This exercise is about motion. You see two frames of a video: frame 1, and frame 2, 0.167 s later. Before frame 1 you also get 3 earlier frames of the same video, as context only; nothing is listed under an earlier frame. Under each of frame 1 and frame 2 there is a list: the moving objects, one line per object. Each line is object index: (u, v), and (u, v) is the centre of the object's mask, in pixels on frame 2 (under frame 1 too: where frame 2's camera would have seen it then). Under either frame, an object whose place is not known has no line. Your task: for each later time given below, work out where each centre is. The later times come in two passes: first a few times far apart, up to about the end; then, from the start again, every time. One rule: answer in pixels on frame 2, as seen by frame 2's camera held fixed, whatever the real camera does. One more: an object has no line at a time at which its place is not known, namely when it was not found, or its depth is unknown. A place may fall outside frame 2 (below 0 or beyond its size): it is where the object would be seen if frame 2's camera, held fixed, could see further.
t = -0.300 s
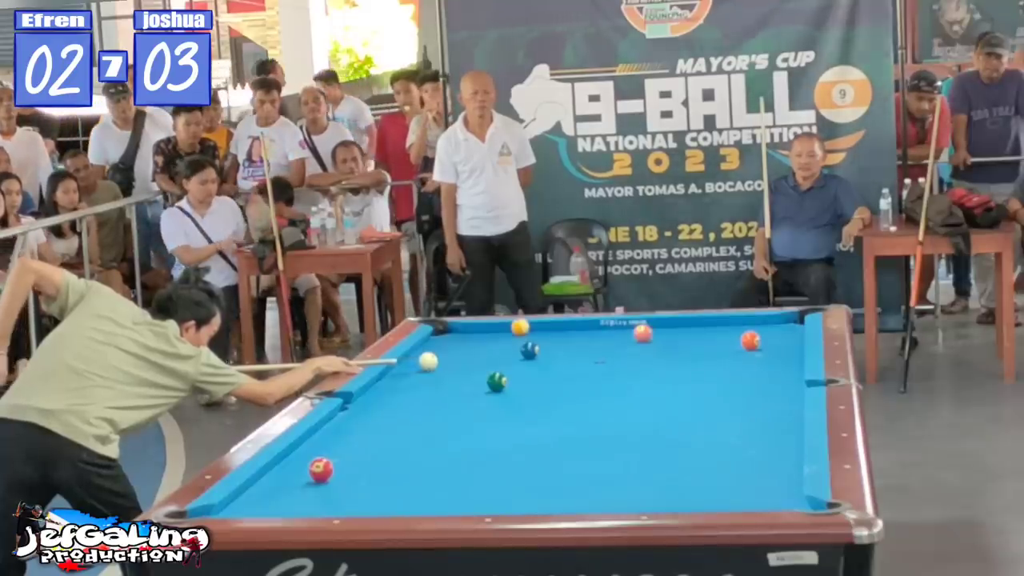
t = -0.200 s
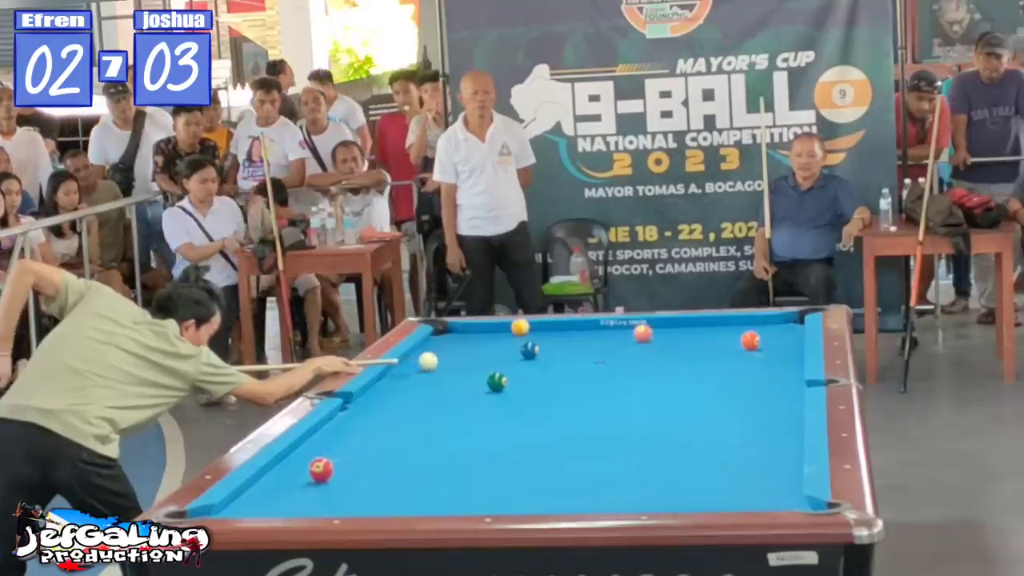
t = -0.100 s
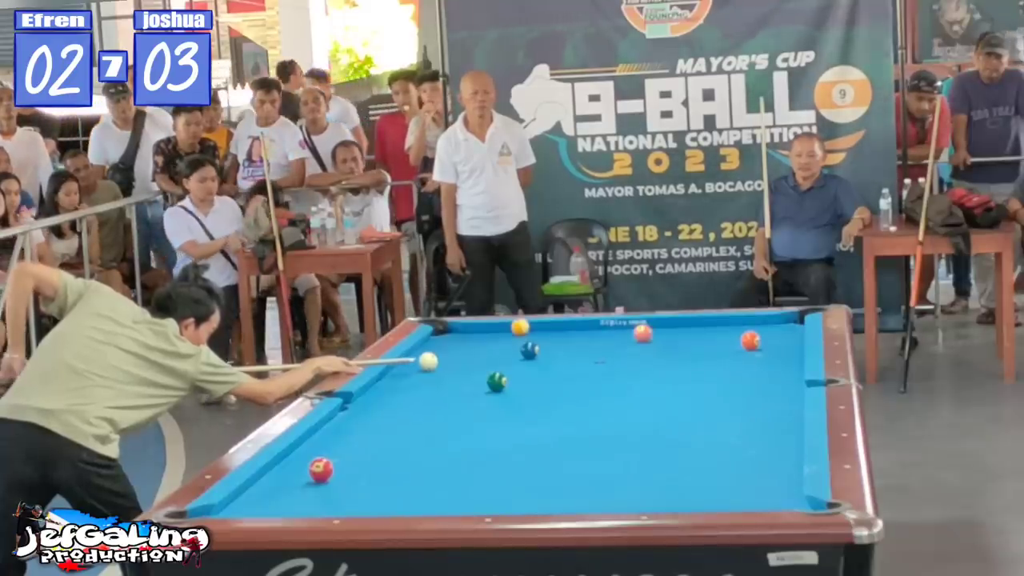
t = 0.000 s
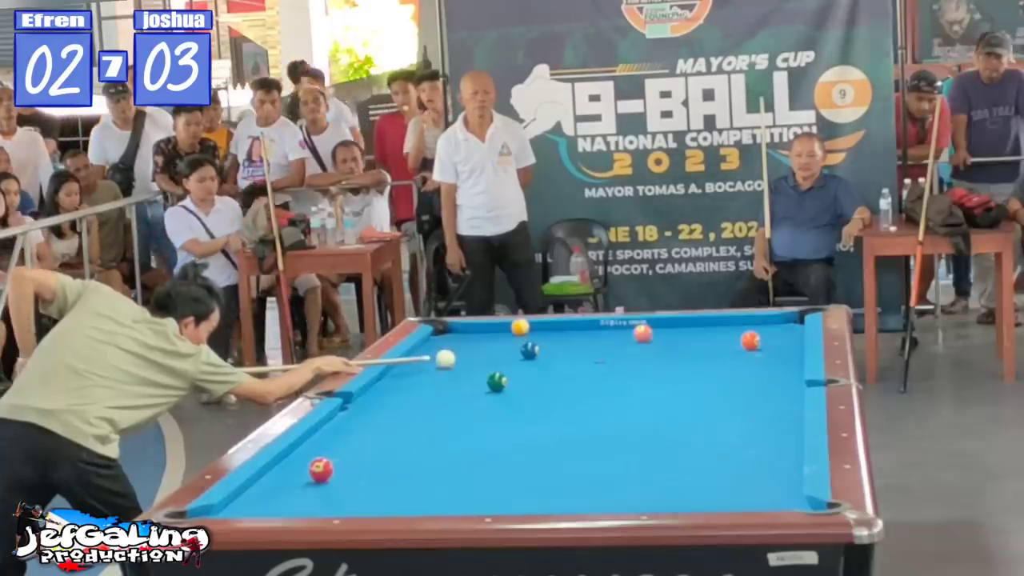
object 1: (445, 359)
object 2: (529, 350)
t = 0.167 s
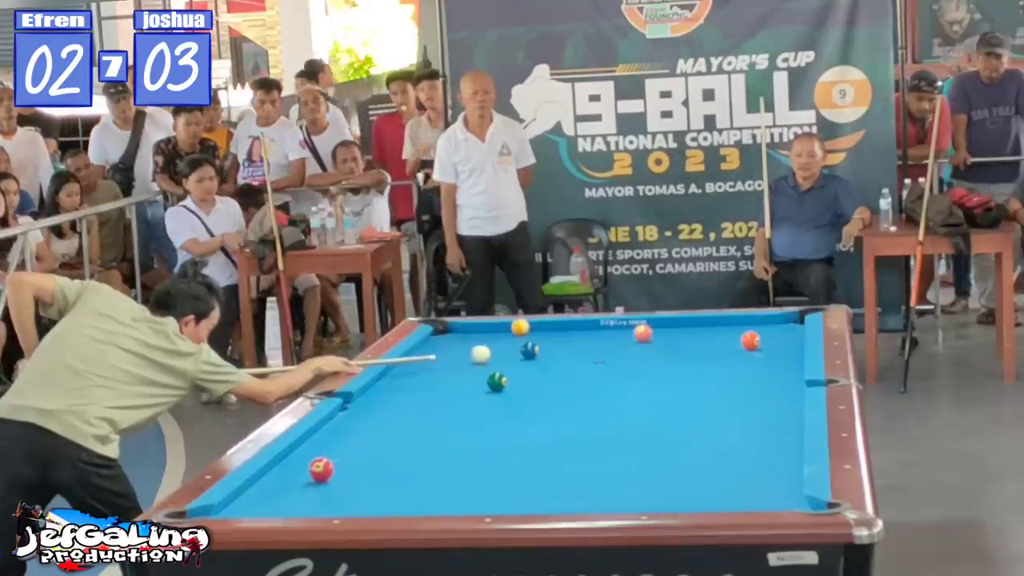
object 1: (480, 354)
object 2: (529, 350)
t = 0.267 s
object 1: (501, 351)
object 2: (529, 350)
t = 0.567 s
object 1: (526, 344)
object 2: (560, 349)
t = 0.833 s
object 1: (542, 339)
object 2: (588, 348)
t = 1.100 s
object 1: (556, 334)
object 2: (614, 348)
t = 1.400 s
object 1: (571, 328)
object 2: (641, 346)
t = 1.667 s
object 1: (583, 324)
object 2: (663, 346)
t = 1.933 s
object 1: (588, 324)
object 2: (683, 345)
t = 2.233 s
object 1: (591, 326)
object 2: (705, 344)
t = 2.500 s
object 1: (593, 327)
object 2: (721, 344)
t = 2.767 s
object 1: (595, 329)
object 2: (733, 343)
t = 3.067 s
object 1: (596, 330)
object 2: (736, 343)
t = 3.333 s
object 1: (597, 330)
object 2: (737, 343)
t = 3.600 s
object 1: (598, 330)
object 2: (737, 343)
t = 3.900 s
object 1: (599, 331)
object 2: (737, 343)
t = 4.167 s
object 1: (599, 331)
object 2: (737, 343)
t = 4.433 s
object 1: (599, 331)
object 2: (737, 343)
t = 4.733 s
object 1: (599, 330)
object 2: (737, 343)
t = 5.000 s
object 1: (599, 331)
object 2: (737, 343)
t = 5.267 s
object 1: (599, 330)
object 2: (737, 343)
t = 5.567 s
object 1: (599, 330)
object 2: (737, 343)
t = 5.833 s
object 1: (599, 330)
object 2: (737, 343)
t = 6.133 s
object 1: (599, 330)
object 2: (737, 343)
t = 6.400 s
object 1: (599, 331)
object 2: (737, 343)
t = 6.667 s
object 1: (599, 331)
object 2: (737, 343)
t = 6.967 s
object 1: (599, 331)
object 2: (737, 343)
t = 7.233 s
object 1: (599, 331)
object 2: (737, 343)
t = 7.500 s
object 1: (599, 331)
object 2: (737, 343)
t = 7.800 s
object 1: (599, 331)
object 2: (737, 343)
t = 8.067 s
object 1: (599, 331)
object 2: (737, 343)
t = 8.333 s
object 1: (599, 331)
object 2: (737, 343)
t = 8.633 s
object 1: (599, 331)
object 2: (737, 343)
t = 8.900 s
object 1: (599, 331)
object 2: (737, 343)
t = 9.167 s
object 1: (599, 331)
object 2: (737, 343)
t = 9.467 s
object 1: (599, 331)
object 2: (737, 343)
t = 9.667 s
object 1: (599, 331)
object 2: (737, 343)
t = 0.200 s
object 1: (487, 353)
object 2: (529, 350)
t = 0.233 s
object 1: (494, 352)
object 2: (529, 350)
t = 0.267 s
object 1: (501, 351)
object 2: (529, 350)
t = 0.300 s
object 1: (507, 350)
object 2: (529, 350)
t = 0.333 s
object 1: (511, 349)
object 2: (532, 350)
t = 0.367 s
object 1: (513, 349)
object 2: (536, 350)
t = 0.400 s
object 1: (515, 348)
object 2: (541, 350)
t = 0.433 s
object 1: (517, 347)
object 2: (544, 350)
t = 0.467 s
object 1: (520, 347)
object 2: (548, 350)
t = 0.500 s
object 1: (521, 346)
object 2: (552, 350)
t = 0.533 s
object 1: (524, 345)
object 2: (556, 350)
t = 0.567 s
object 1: (526, 344)
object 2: (560, 349)
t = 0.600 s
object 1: (528, 344)
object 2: (564, 349)
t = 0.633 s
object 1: (530, 343)
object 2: (567, 349)
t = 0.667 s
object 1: (532, 342)
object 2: (569, 349)
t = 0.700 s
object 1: (534, 342)
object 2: (573, 349)
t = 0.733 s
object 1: (536, 341)
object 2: (576, 348)
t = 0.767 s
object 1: (538, 340)
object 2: (581, 348)
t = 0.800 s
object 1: (540, 339)
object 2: (584, 348)
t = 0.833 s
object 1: (542, 339)
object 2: (588, 348)
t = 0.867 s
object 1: (544, 338)
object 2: (591, 348)
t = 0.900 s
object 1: (546, 337)
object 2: (594, 348)
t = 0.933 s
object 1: (547, 337)
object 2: (597, 349)
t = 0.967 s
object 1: (549, 336)
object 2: (600, 348)
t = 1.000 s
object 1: (551, 336)
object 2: (604, 348)
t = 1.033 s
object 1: (553, 335)
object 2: (607, 348)
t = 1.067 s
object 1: (555, 334)
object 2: (610, 348)
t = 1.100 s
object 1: (556, 334)
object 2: (614, 348)
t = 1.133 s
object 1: (558, 333)
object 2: (617, 348)
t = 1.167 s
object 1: (560, 332)
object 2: (620, 348)
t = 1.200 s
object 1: (561, 332)
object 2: (622, 348)
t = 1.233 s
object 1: (563, 331)
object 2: (625, 347)
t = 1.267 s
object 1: (565, 331)
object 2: (628, 347)
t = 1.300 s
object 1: (566, 330)
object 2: (631, 347)
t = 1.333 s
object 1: (568, 329)
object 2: (634, 347)
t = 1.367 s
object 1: (569, 329)
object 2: (638, 347)
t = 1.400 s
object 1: (571, 328)
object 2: (641, 346)
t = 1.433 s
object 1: (573, 328)
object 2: (644, 347)
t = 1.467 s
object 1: (574, 327)
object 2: (647, 346)
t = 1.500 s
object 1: (576, 327)
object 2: (649, 347)
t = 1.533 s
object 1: (577, 326)
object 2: (652, 347)
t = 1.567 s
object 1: (579, 325)
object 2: (655, 347)
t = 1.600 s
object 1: (580, 325)
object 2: (658, 346)
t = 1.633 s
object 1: (581, 324)
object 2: (660, 346)
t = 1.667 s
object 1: (583, 324)
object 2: (663, 346)
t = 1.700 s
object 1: (584, 323)
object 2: (666, 346)
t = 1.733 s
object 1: (586, 323)
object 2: (669, 346)
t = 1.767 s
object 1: (586, 323)
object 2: (671, 346)
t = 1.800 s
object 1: (586, 323)
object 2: (674, 346)
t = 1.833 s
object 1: (587, 324)
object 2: (677, 345)
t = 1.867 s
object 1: (587, 324)
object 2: (679, 345)
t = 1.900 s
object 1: (587, 324)
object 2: (681, 345)
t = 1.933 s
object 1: (588, 324)
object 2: (683, 345)
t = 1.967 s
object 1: (588, 324)
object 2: (686, 345)
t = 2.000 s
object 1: (588, 324)
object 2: (688, 344)
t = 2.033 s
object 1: (589, 324)
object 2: (691, 344)
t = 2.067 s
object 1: (589, 325)
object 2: (693, 344)
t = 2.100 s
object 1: (590, 325)
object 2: (696, 343)
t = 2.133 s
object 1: (590, 325)
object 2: (698, 343)
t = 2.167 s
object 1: (590, 325)
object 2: (701, 343)
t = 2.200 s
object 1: (591, 326)
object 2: (703, 343)
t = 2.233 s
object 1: (591, 326)
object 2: (705, 344)
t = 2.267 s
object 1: (591, 326)
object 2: (707, 344)
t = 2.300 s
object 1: (592, 326)
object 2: (709, 344)
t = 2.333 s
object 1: (592, 326)
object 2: (711, 344)
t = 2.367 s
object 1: (592, 327)
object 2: (713, 344)
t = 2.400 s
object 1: (592, 327)
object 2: (715, 344)
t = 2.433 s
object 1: (592, 327)
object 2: (717, 343)
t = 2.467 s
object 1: (593, 327)
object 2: (720, 344)
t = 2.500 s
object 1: (593, 327)
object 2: (721, 344)
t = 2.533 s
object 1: (593, 328)
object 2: (723, 344)
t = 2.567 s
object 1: (593, 328)
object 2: (725, 343)
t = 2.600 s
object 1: (594, 328)
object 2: (727, 343)
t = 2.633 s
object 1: (594, 328)
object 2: (729, 343)
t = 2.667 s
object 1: (594, 328)
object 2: (731, 343)
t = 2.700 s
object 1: (595, 328)
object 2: (732, 343)
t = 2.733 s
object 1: (595, 329)
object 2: (733, 343)
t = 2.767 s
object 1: (595, 329)
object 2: (733, 343)
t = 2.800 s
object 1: (595, 329)
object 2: (734, 343)
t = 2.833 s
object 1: (595, 329)
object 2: (734, 343)
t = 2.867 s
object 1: (595, 329)
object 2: (735, 343)
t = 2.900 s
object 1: (595, 329)
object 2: (735, 343)
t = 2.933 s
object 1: (596, 329)
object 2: (736, 343)
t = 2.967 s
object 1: (596, 329)
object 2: (736, 343)
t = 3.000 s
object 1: (596, 330)
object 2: (736, 343)
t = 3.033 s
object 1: (596, 330)
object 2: (736, 343)
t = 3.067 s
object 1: (596, 330)
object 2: (736, 343)
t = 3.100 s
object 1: (596, 330)
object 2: (736, 343)
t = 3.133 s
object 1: (597, 330)
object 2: (736, 343)
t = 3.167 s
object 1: (597, 330)
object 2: (737, 343)
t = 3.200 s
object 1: (597, 330)
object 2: (737, 343)
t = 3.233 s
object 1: (597, 330)
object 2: (737, 343)
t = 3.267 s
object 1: (597, 330)
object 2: (737, 343)
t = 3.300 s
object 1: (597, 330)
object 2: (737, 343)
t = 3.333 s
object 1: (597, 330)
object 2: (737, 343)
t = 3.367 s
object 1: (598, 330)
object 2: (737, 343)
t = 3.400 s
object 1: (598, 330)
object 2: (737, 343)
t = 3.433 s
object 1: (598, 330)
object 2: (737, 343)
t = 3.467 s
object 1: (598, 330)
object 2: (737, 343)
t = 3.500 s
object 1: (598, 330)
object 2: (737, 343)
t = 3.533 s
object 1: (598, 330)
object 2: (737, 343)
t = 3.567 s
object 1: (598, 330)
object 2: (737, 343)
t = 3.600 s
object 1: (598, 330)
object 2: (737, 343)
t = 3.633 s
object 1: (598, 330)
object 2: (737, 343)
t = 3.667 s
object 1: (598, 330)
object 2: (737, 343)
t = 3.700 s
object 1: (598, 331)
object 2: (737, 343)
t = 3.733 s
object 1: (598, 331)
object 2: (737, 343)
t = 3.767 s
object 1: (599, 331)
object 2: (737, 343)
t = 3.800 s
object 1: (599, 331)
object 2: (737, 343)
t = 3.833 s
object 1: (599, 331)
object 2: (737, 343)
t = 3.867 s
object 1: (599, 331)
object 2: (737, 343)
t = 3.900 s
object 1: (599, 331)
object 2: (737, 343)
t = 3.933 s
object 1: (599, 331)
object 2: (737, 343)
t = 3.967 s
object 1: (599, 331)
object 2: (737, 343)
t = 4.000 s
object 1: (599, 331)
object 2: (737, 343)
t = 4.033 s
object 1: (599, 331)
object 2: (737, 343)
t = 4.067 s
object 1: (599, 331)
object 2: (737, 343)
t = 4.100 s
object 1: (599, 331)
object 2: (737, 343)
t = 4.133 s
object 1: (599, 331)
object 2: (737, 343)
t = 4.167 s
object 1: (599, 331)
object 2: (737, 343)
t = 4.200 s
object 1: (599, 331)
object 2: (737, 343)
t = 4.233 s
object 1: (599, 331)
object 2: (737, 343)
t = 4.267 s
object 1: (599, 331)
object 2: (737, 343)
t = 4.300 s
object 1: (599, 331)
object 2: (737, 343)
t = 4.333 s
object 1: (599, 330)
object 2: (737, 343)
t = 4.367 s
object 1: (599, 331)
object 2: (737, 343)
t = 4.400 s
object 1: (599, 330)
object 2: (737, 343)
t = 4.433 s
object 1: (599, 331)
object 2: (737, 343)
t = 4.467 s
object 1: (599, 331)
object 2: (737, 343)
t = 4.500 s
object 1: (599, 331)
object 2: (737, 343)
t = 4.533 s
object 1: (599, 330)
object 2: (737, 343)
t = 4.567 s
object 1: (599, 330)
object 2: (737, 343)
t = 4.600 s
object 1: (599, 330)
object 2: (737, 343)
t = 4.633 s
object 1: (599, 330)
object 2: (737, 343)
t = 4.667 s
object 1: (599, 330)
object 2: (737, 343)
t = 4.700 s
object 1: (599, 331)
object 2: (737, 343)
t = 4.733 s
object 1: (599, 330)
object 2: (737, 343)
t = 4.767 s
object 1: (599, 331)
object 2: (737, 343)
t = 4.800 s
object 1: (599, 330)
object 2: (737, 343)
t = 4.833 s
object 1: (599, 331)
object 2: (737, 343)
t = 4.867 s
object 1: (599, 330)
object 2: (737, 343)
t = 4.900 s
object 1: (599, 331)
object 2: (737, 343)
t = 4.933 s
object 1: (599, 330)
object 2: (737, 343)
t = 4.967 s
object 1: (599, 330)
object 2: (737, 343)
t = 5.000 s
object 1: (599, 331)
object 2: (737, 343)
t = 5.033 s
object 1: (599, 331)
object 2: (737, 343)
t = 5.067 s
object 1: (599, 331)
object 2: (737, 343)
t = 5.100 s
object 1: (599, 331)
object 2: (737, 343)
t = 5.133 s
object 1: (599, 330)
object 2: (737, 343)
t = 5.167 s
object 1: (599, 331)
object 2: (737, 343)
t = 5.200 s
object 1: (599, 330)
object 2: (737, 343)
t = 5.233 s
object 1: (599, 331)
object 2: (737, 343)
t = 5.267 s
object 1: (599, 330)
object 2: (737, 343)
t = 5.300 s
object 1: (599, 330)
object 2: (737, 343)
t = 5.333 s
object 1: (599, 331)
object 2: (737, 343)
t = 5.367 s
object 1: (599, 331)
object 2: (737, 343)
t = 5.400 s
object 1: (599, 331)
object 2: (737, 343)
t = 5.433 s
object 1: (599, 331)
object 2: (737, 343)
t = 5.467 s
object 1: (599, 330)
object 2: (737, 343)
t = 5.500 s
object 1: (599, 331)
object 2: (737, 343)
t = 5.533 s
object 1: (599, 331)
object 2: (737, 343)
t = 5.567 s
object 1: (599, 330)
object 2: (737, 343)
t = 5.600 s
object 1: (599, 330)
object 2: (737, 343)
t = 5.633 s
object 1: (599, 330)
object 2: (737, 343)
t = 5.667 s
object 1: (599, 331)
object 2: (737, 343)
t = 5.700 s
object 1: (599, 330)
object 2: (737, 343)
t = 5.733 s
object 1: (599, 330)
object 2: (737, 343)
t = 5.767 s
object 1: (599, 330)
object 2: (737, 343)
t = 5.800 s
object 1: (599, 331)
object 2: (737, 343)
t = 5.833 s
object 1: (599, 330)
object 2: (737, 343)
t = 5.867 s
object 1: (599, 331)
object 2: (737, 343)
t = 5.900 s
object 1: (599, 331)
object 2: (737, 343)
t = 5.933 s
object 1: (599, 331)
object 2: (737, 343)
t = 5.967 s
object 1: (599, 331)
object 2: (737, 343)
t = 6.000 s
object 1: (599, 331)
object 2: (737, 343)
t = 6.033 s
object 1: (599, 330)
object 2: (737, 343)
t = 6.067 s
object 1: (599, 331)
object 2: (737, 343)
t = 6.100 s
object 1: (599, 330)
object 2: (737, 343)
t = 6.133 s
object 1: (599, 330)
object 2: (737, 343)
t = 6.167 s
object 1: (599, 330)
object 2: (737, 343)
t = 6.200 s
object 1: (599, 331)
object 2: (737, 343)
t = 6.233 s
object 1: (599, 330)
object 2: (737, 343)
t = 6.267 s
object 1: (599, 331)
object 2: (737, 343)
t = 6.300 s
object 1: (599, 331)
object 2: (737, 343)
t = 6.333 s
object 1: (599, 331)
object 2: (737, 343)
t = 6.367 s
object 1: (599, 331)
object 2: (737, 343)
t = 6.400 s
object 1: (599, 331)
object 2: (737, 343)
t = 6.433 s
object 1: (599, 330)
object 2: (737, 343)
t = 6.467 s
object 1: (599, 330)
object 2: (737, 343)
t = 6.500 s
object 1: (599, 331)
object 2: (737, 343)
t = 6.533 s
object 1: (599, 330)
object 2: (737, 343)
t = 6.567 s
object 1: (599, 330)
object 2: (737, 343)
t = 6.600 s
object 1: (599, 331)
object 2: (737, 343)
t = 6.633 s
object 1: (599, 331)
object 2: (737, 343)
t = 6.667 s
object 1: (599, 331)
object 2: (737, 343)
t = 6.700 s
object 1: (599, 331)
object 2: (737, 343)
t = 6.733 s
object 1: (599, 331)
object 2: (737, 343)
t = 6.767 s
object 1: (599, 331)
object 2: (737, 343)
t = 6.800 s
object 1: (599, 331)
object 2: (737, 343)
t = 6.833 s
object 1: (599, 330)
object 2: (737, 343)
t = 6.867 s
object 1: (599, 331)
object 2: (737, 343)
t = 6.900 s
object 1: (599, 331)
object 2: (737, 343)
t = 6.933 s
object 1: (599, 331)
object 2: (737, 343)
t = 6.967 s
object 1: (599, 331)
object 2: (737, 343)
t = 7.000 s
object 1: (599, 331)
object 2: (737, 343)
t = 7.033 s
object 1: (599, 331)
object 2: (737, 343)
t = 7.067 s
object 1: (599, 331)
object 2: (737, 343)
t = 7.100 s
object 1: (599, 331)
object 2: (737, 343)
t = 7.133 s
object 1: (599, 331)
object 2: (737, 343)
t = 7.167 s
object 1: (599, 331)
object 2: (737, 343)
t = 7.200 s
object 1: (599, 331)
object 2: (737, 343)
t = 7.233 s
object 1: (599, 331)
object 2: (737, 343)
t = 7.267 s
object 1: (599, 331)
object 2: (737, 343)
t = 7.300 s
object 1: (599, 331)
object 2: (737, 343)
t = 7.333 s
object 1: (599, 331)
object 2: (737, 343)
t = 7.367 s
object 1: (599, 331)
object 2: (737, 343)
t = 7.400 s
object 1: (599, 331)
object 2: (737, 343)
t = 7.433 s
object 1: (599, 331)
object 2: (737, 343)
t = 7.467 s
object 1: (599, 331)
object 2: (737, 343)
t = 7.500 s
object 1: (599, 331)
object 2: (737, 343)
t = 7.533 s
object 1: (599, 331)
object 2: (737, 343)
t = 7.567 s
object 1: (599, 331)
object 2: (737, 343)
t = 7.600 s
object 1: (599, 331)
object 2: (737, 343)
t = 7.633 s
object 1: (599, 331)
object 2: (737, 343)
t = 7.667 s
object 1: (599, 331)
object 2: (737, 343)
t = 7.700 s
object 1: (599, 331)
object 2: (737, 343)
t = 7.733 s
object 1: (599, 331)
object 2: (737, 343)
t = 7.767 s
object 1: (599, 331)
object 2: (737, 343)
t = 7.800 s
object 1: (599, 331)
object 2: (737, 343)
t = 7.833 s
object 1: (599, 331)
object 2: (737, 343)
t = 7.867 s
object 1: (599, 331)
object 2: (737, 343)
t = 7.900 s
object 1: (599, 331)
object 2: (737, 343)
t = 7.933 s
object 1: (599, 331)
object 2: (737, 343)
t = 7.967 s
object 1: (599, 331)
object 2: (737, 343)
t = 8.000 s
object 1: (599, 331)
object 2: (737, 343)
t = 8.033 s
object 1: (599, 331)
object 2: (737, 343)
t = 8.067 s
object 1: (599, 331)
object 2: (737, 343)
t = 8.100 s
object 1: (599, 331)
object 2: (737, 343)
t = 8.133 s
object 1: (599, 331)
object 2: (737, 343)
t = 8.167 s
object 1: (599, 331)
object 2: (737, 343)
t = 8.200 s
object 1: (599, 331)
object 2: (737, 343)
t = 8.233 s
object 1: (599, 331)
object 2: (737, 343)
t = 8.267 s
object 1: (599, 331)
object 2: (737, 343)
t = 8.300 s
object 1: (599, 331)
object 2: (737, 343)
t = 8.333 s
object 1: (599, 331)
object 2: (737, 343)
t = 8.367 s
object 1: (599, 331)
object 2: (737, 343)
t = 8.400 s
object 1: (599, 331)
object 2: (737, 343)
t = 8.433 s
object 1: (599, 331)
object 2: (737, 343)
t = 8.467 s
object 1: (599, 331)
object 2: (737, 343)
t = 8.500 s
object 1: (599, 331)
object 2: (737, 343)
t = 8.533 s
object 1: (599, 331)
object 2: (737, 343)
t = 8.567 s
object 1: (599, 331)
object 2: (737, 343)
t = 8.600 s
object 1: (599, 331)
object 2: (737, 343)
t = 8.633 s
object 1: (599, 331)
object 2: (737, 343)
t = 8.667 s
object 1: (599, 331)
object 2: (737, 343)
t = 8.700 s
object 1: (599, 331)
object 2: (737, 343)
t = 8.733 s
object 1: (599, 331)
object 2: (737, 343)
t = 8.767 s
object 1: (599, 331)
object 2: (737, 343)
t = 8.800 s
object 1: (599, 331)
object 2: (737, 343)
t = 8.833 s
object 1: (599, 331)
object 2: (737, 343)
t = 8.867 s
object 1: (599, 331)
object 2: (737, 343)
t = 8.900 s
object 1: (599, 331)
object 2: (737, 343)
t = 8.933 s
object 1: (599, 331)
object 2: (737, 343)
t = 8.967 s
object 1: (599, 331)
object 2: (737, 343)
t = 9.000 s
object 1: (599, 331)
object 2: (737, 343)
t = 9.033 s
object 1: (599, 331)
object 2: (737, 343)
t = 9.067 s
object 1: (599, 331)
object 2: (737, 343)
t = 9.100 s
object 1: (599, 331)
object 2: (737, 343)
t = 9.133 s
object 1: (599, 331)
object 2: (737, 343)
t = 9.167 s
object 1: (599, 331)
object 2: (737, 343)
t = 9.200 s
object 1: (599, 331)
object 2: (737, 343)
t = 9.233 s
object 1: (599, 331)
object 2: (737, 343)
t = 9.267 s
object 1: (599, 331)
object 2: (737, 343)
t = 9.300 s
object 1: (599, 331)
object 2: (737, 343)
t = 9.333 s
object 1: (599, 331)
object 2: (737, 343)
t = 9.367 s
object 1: (599, 331)
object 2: (737, 343)
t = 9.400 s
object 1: (599, 331)
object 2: (737, 343)
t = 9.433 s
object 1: (599, 331)
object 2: (737, 343)
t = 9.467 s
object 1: (599, 331)
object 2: (737, 343)
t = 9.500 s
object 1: (599, 331)
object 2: (737, 343)
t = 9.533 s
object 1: (599, 331)
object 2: (737, 343)
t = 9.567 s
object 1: (599, 331)
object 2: (737, 343)
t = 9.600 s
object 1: (599, 331)
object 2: (737, 343)
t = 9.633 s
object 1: (599, 331)
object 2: (737, 343)
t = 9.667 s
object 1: (599, 331)
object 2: (737, 343)
